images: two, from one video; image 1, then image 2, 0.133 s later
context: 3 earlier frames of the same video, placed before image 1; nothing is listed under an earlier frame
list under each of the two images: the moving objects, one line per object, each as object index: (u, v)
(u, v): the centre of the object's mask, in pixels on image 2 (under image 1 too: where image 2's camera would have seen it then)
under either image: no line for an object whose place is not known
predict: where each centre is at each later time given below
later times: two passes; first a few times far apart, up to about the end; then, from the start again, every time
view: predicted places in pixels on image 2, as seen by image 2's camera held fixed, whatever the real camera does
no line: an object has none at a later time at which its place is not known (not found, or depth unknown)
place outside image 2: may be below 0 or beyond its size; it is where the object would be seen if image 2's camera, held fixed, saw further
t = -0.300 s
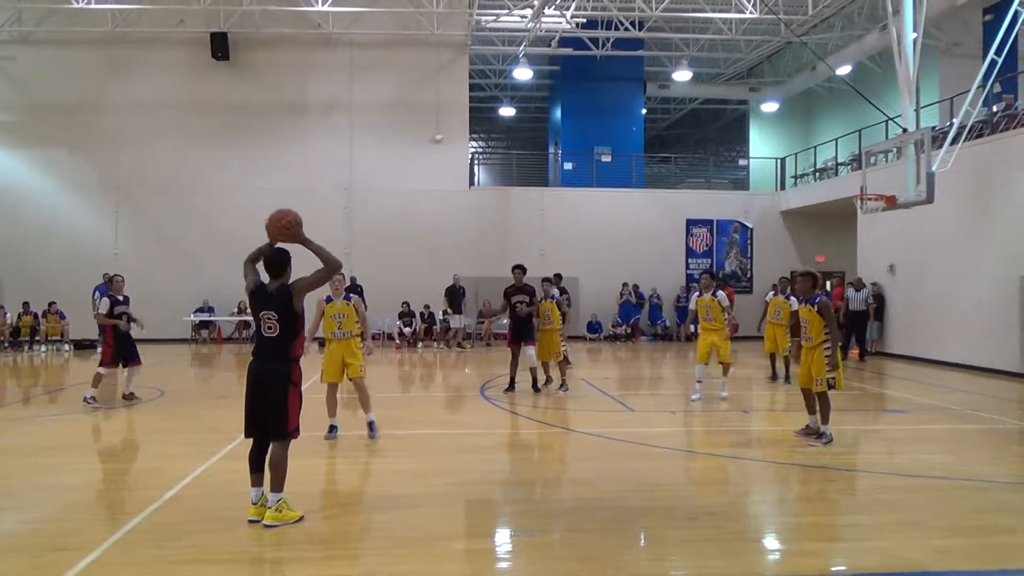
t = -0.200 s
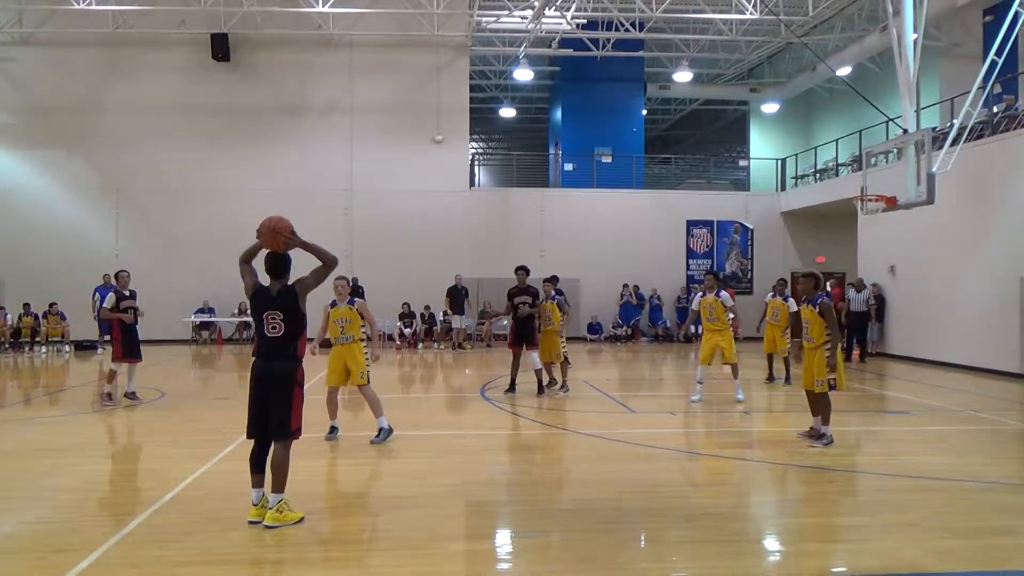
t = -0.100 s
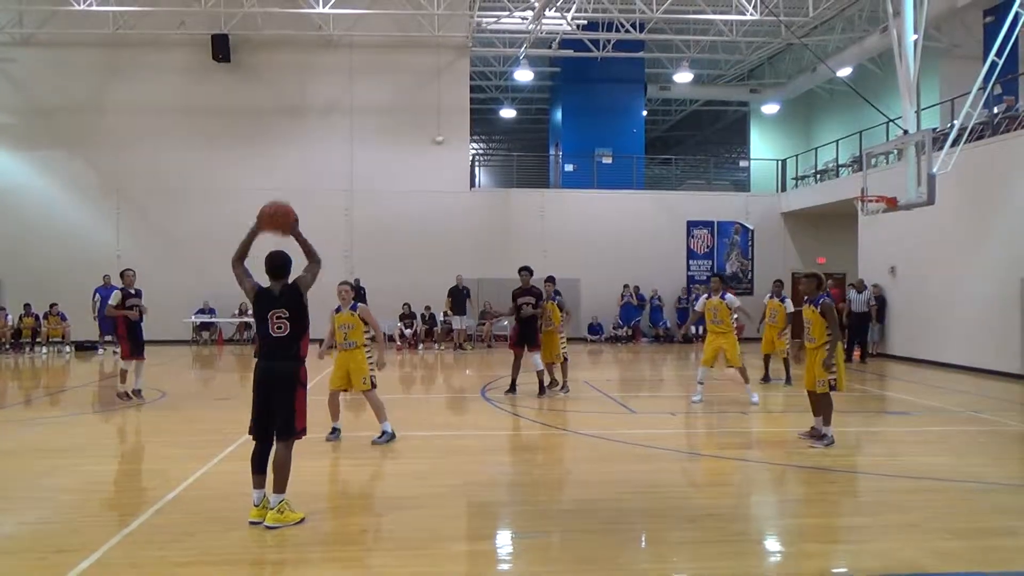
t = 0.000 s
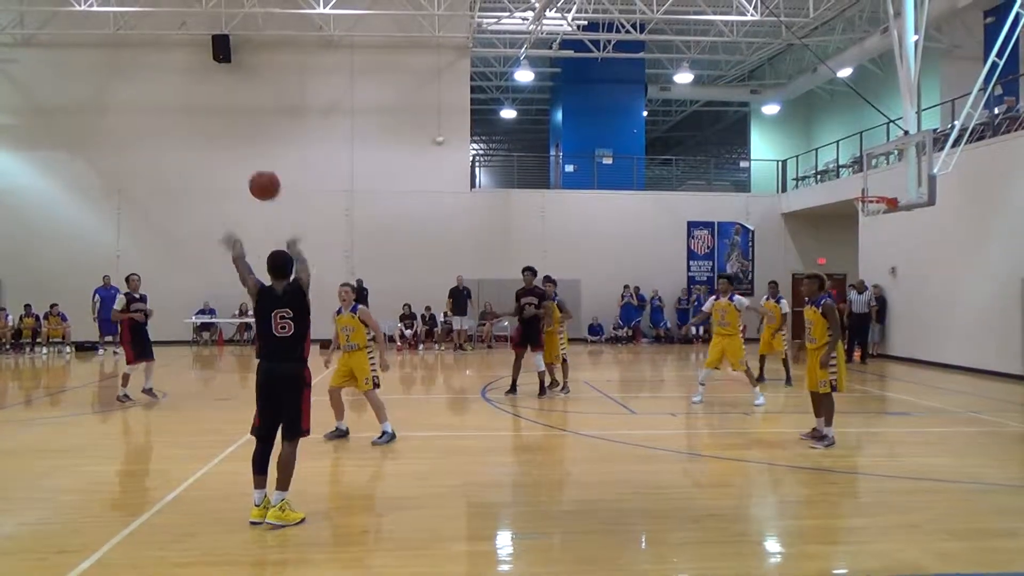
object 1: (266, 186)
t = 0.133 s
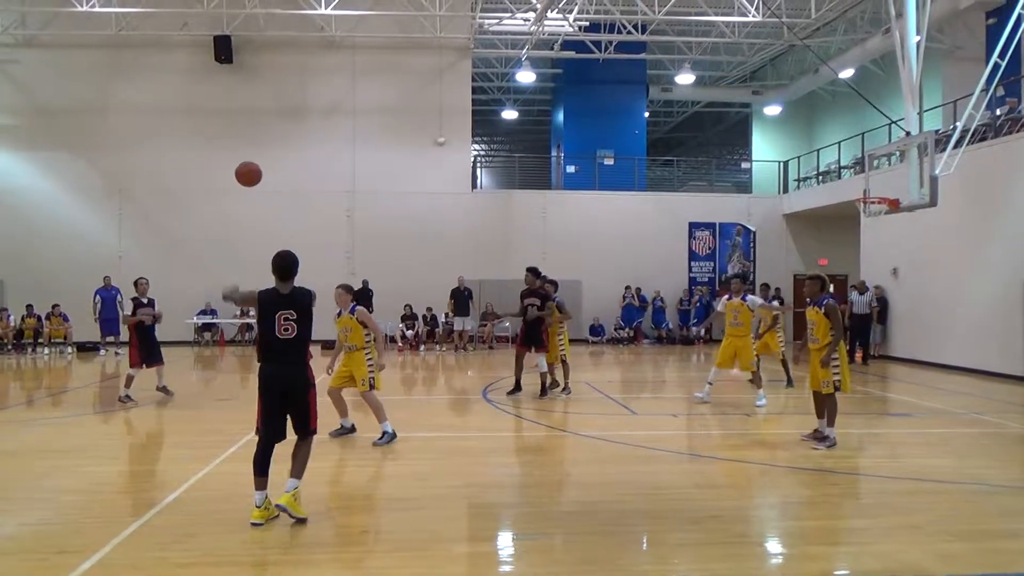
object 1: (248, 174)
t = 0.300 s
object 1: (232, 186)
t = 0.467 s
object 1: (220, 215)
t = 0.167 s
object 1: (245, 174)
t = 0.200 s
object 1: (241, 176)
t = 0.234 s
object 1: (238, 178)
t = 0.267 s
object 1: (235, 182)
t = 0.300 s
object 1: (232, 186)
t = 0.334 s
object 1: (229, 190)
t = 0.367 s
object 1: (227, 196)
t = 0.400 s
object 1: (224, 202)
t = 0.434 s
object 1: (222, 209)
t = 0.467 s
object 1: (220, 215)
